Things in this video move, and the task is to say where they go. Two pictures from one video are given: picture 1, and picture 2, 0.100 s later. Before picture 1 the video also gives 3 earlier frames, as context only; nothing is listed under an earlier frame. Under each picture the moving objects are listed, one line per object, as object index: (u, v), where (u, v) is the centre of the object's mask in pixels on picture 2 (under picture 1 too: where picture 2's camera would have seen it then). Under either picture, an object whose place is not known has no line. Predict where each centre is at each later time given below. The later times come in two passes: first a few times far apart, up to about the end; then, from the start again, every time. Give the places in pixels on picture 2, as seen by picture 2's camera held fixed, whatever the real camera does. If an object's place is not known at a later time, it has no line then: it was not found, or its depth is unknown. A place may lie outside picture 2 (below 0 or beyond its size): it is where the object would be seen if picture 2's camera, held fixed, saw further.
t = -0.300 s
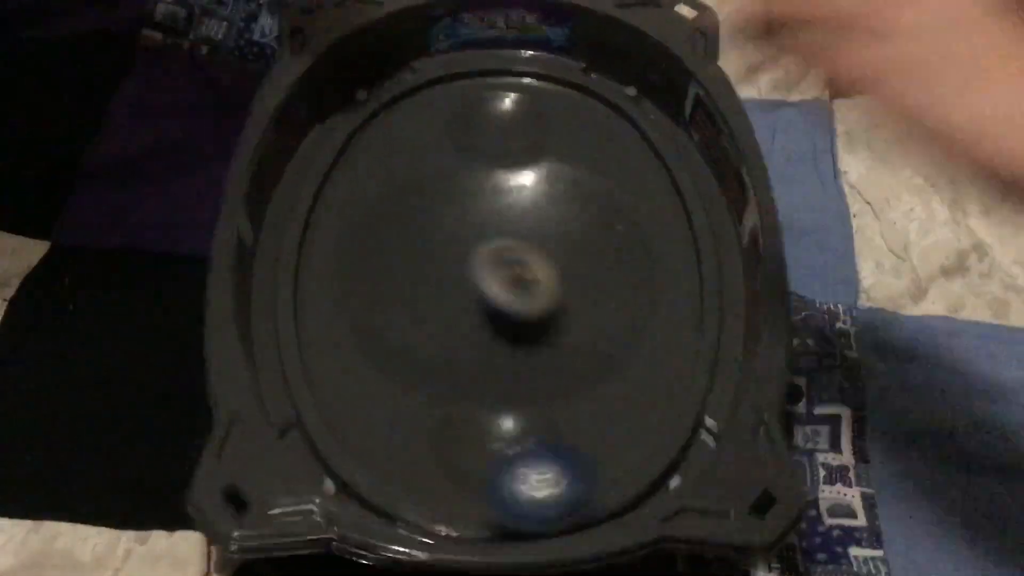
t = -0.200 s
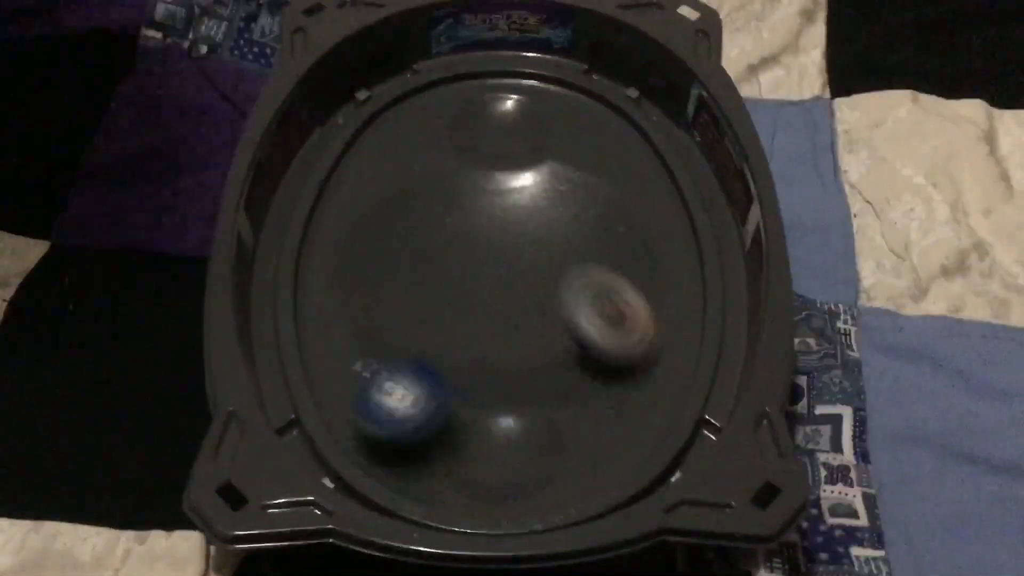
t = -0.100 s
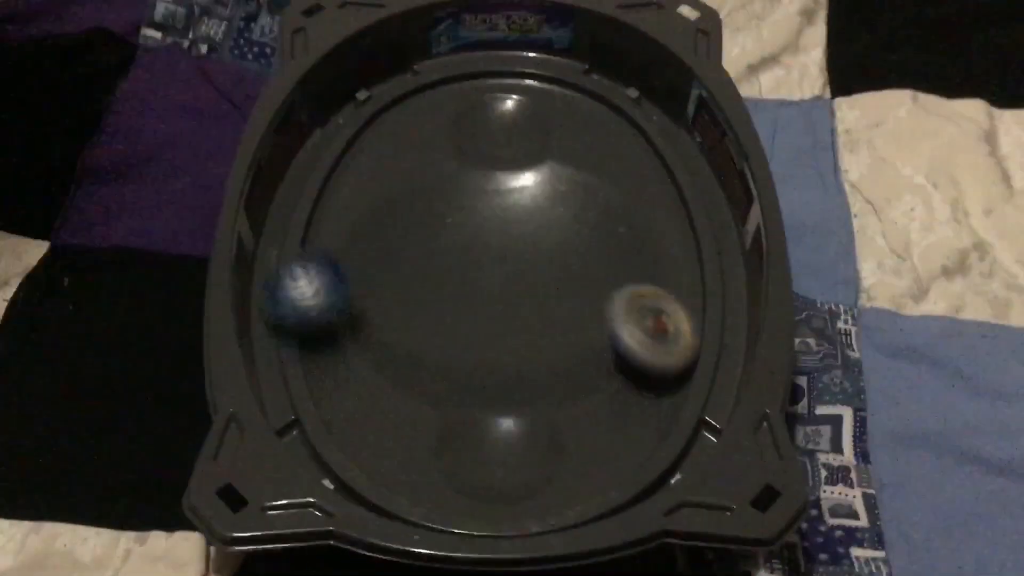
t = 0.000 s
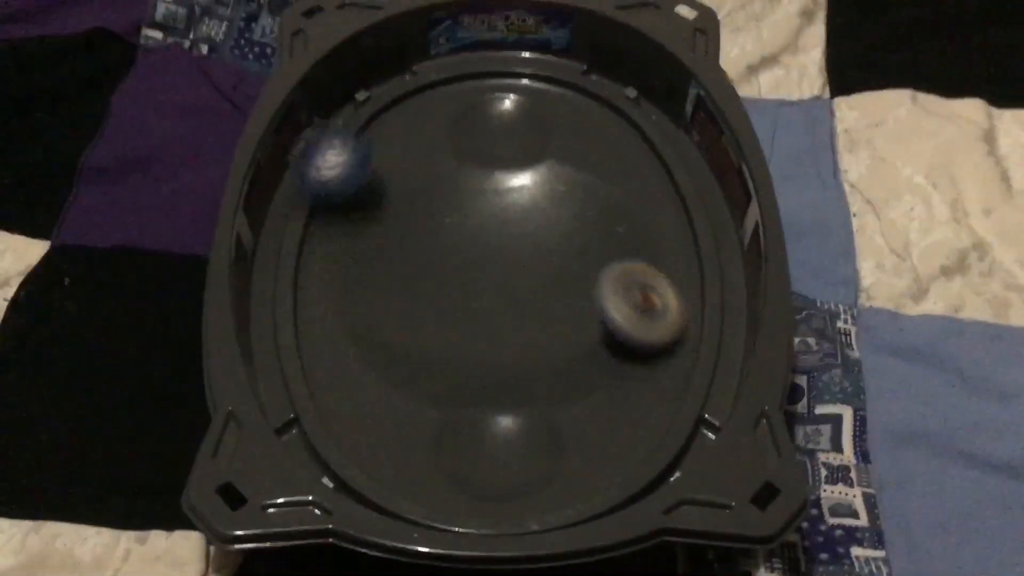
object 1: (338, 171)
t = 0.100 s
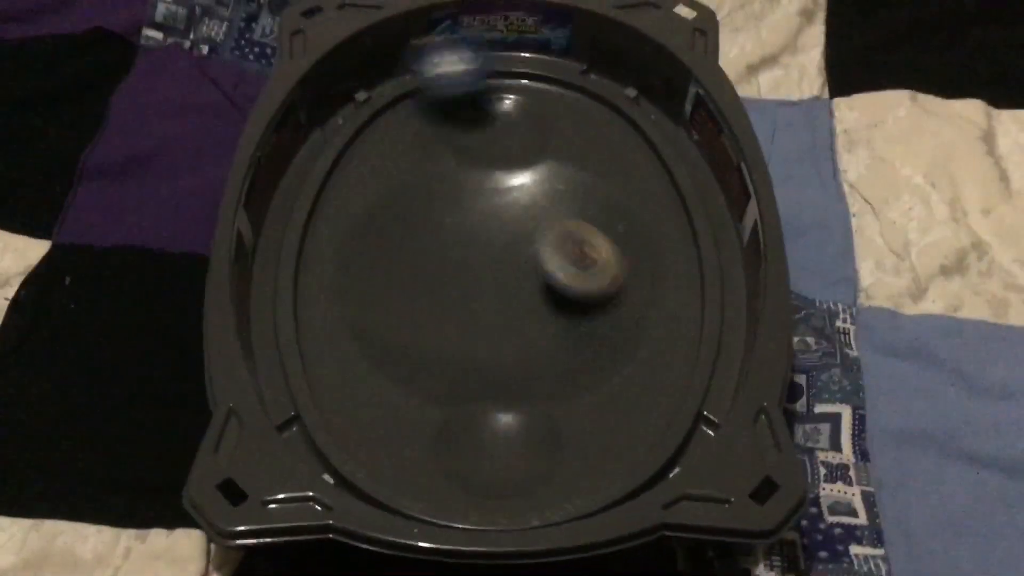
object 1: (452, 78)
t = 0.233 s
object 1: (648, 160)
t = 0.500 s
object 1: (584, 448)
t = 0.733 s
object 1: (339, 398)
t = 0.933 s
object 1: (356, 134)
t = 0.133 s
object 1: (514, 79)
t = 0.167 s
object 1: (572, 88)
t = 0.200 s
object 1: (616, 118)
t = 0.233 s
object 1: (648, 160)
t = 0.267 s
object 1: (668, 207)
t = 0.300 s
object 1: (678, 253)
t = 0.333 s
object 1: (682, 288)
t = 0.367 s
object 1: (672, 327)
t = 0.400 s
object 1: (655, 366)
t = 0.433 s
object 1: (636, 400)
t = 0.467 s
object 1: (611, 427)
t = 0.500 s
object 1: (584, 448)
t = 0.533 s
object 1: (553, 466)
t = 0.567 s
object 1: (517, 476)
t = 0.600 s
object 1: (482, 477)
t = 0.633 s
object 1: (441, 471)
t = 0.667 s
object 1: (399, 456)
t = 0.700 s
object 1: (363, 433)
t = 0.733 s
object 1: (339, 398)
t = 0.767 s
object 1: (321, 356)
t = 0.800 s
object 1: (314, 313)
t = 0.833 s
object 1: (314, 268)
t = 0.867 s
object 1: (321, 220)
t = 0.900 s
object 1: (332, 175)
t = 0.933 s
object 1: (356, 134)
